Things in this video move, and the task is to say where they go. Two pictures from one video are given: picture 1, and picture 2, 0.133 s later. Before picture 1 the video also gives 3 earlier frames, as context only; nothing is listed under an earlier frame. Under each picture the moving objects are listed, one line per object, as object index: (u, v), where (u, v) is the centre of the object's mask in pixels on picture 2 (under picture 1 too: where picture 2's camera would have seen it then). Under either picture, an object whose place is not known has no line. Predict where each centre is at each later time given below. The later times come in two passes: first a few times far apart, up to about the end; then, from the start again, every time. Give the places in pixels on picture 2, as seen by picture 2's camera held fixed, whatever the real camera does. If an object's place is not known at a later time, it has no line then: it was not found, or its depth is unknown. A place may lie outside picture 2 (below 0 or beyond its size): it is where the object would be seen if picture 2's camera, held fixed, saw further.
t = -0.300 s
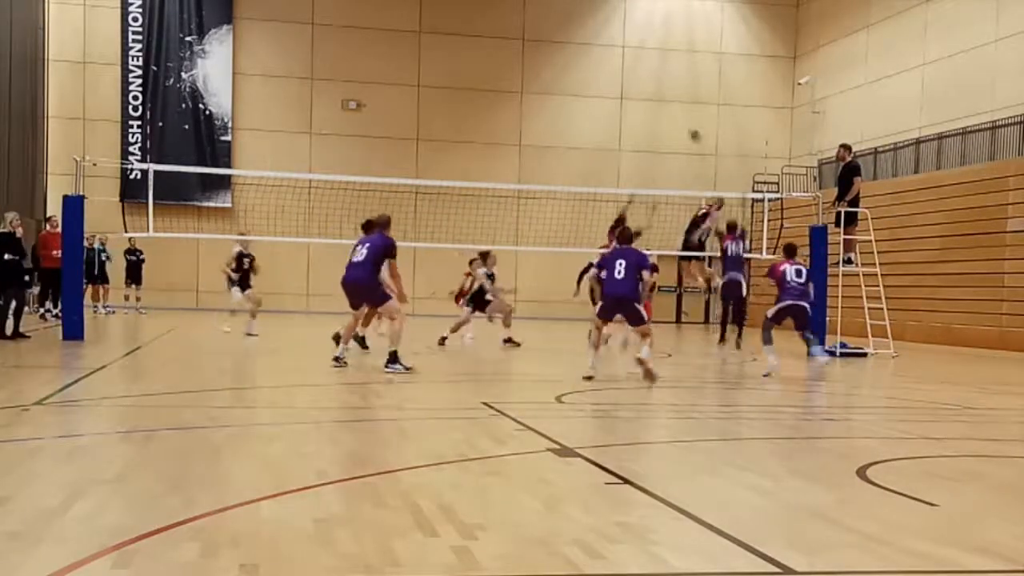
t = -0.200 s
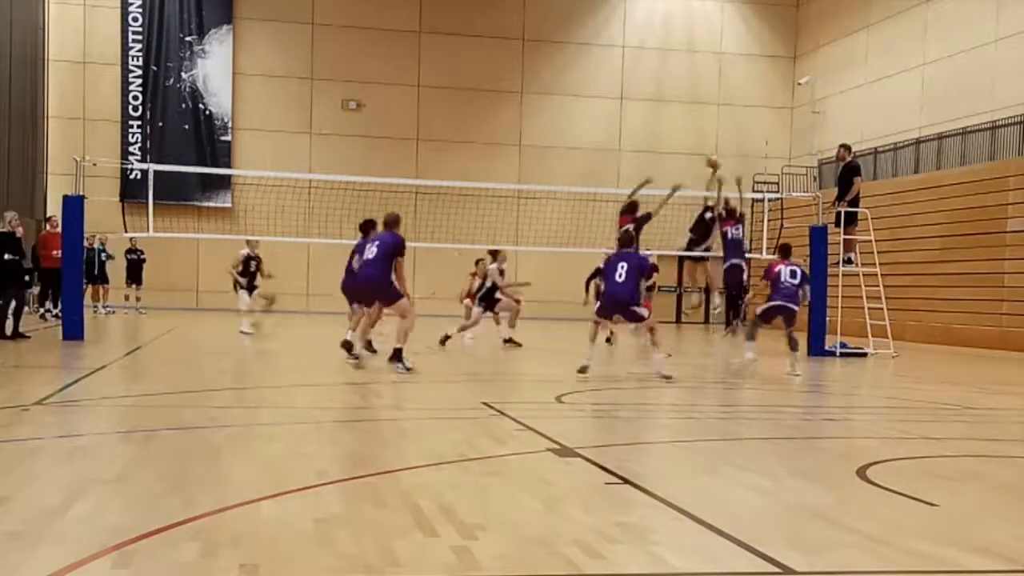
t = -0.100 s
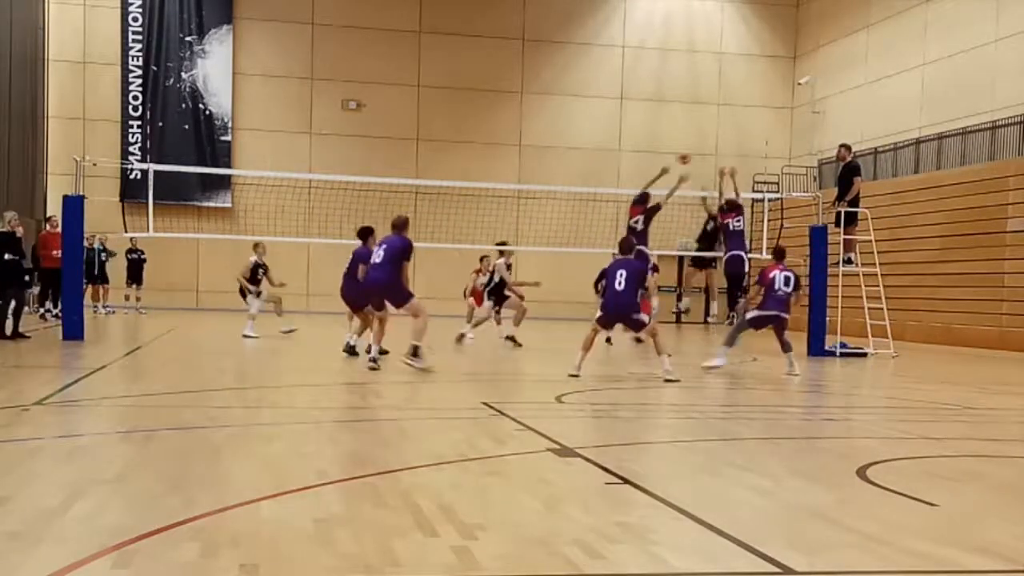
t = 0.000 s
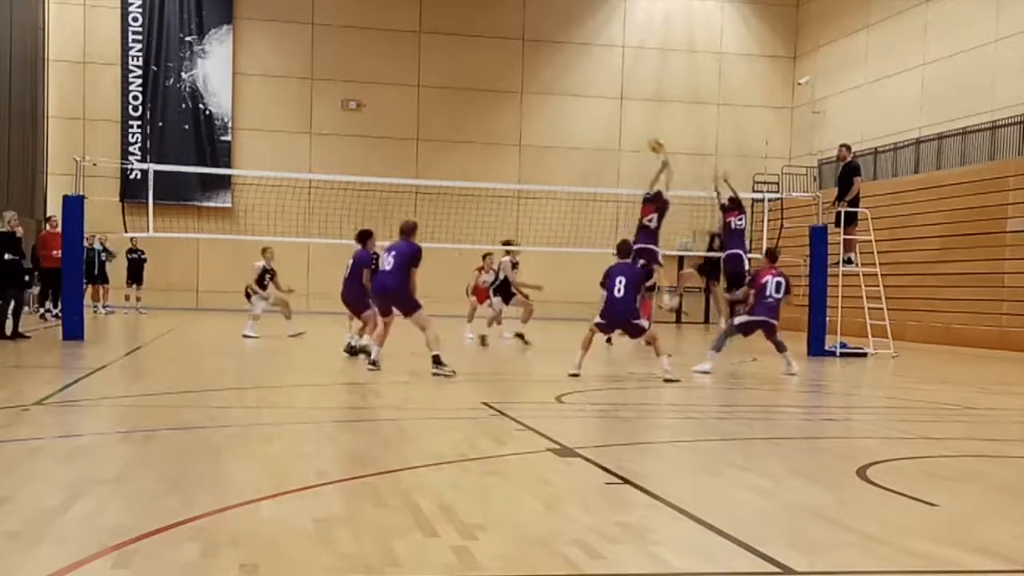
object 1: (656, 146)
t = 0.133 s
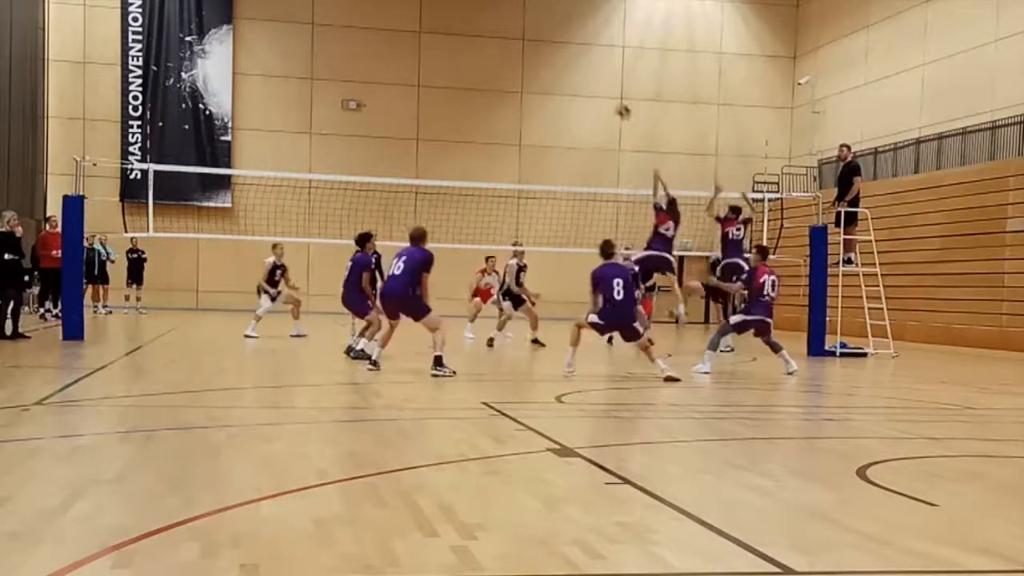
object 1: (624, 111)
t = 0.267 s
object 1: (588, 88)
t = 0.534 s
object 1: (506, 80)
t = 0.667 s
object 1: (459, 95)
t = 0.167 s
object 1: (615, 105)
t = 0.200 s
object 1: (606, 97)
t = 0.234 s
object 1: (597, 91)
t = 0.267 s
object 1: (588, 88)
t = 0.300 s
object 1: (579, 84)
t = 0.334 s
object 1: (571, 81)
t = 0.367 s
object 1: (560, 77)
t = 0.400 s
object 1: (550, 78)
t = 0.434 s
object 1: (539, 77)
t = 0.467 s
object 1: (530, 76)
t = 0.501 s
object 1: (520, 79)
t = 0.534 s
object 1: (506, 80)
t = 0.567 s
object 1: (495, 83)
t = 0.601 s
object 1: (485, 88)
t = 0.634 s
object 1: (475, 92)
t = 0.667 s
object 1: (459, 95)
